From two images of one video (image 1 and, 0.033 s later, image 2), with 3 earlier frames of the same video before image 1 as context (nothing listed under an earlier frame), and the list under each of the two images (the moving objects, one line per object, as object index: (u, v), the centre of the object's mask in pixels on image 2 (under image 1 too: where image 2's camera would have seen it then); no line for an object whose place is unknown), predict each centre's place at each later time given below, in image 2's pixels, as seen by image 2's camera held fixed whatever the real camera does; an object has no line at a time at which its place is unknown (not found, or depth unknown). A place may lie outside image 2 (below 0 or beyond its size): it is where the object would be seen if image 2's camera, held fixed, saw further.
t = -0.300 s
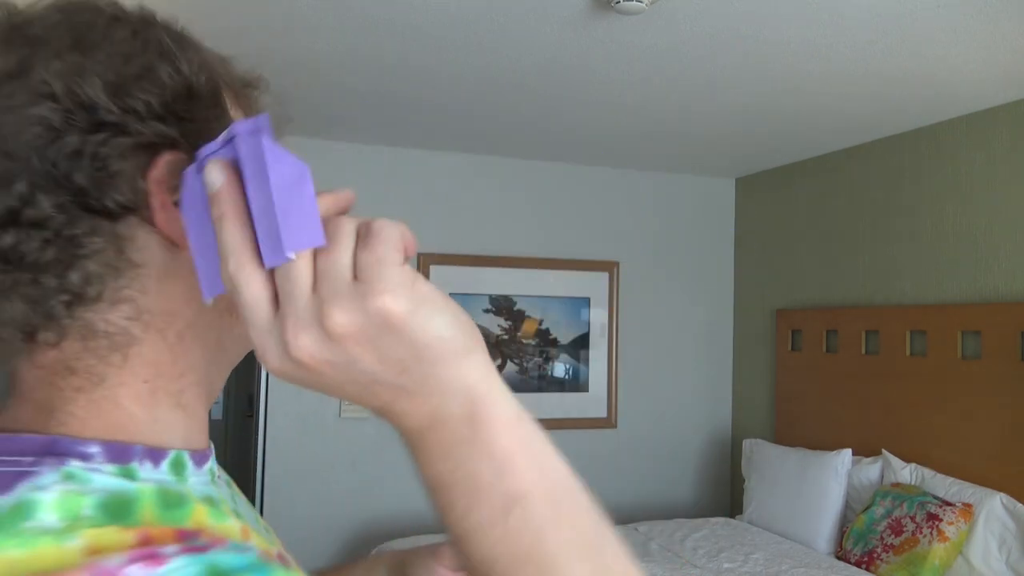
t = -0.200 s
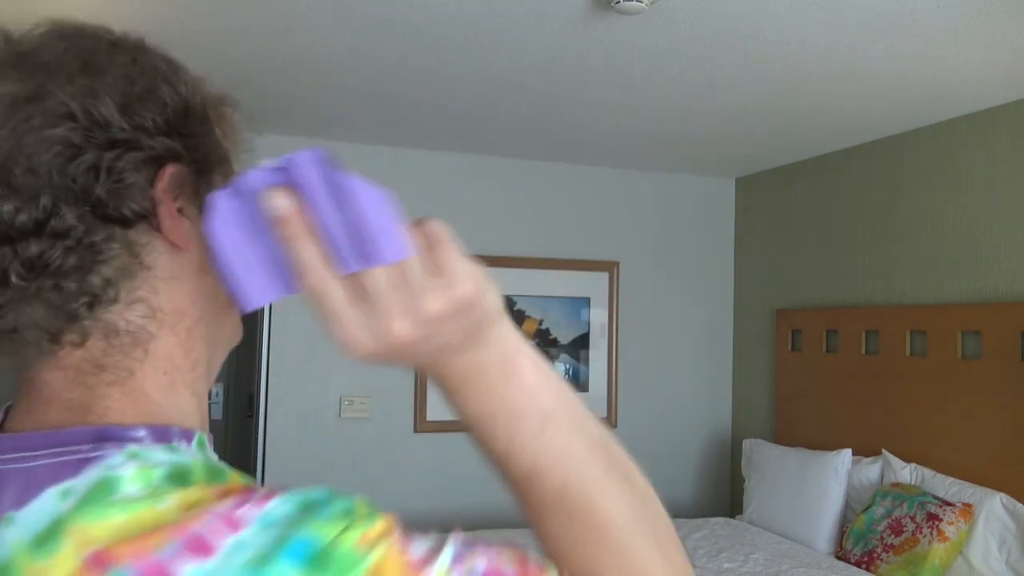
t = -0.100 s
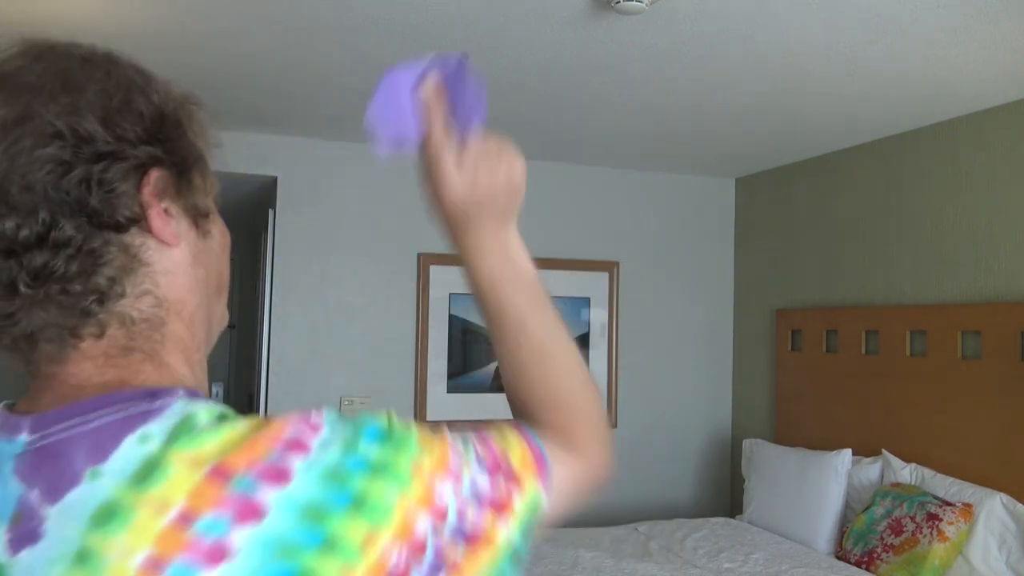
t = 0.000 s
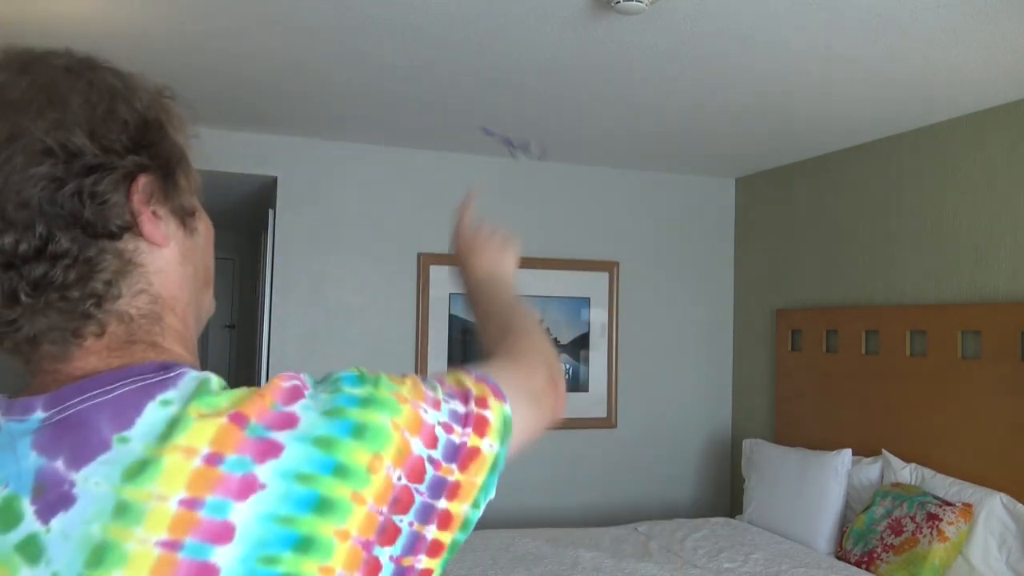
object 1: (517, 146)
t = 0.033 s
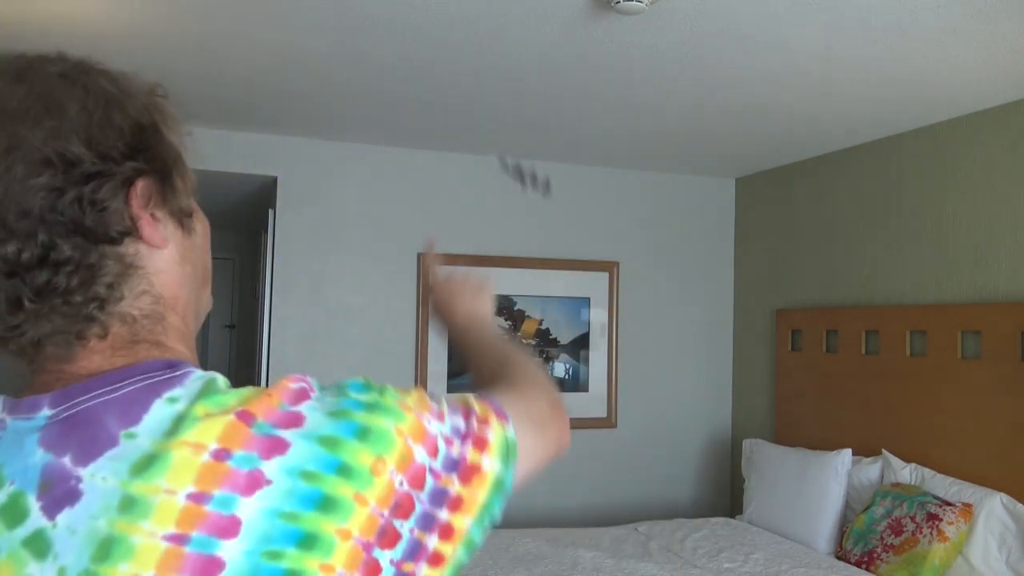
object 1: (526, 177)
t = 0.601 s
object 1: (1008, 351)
